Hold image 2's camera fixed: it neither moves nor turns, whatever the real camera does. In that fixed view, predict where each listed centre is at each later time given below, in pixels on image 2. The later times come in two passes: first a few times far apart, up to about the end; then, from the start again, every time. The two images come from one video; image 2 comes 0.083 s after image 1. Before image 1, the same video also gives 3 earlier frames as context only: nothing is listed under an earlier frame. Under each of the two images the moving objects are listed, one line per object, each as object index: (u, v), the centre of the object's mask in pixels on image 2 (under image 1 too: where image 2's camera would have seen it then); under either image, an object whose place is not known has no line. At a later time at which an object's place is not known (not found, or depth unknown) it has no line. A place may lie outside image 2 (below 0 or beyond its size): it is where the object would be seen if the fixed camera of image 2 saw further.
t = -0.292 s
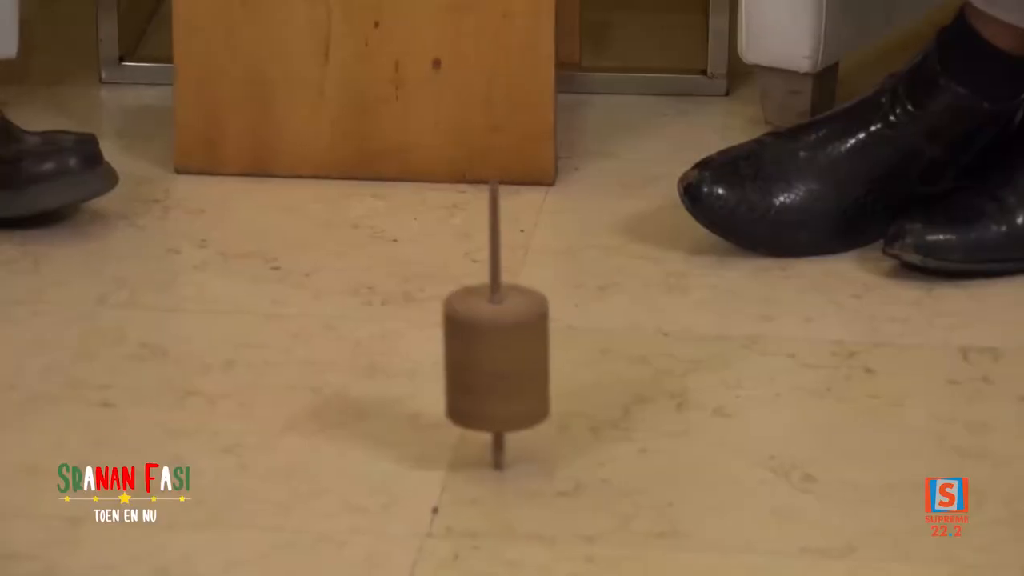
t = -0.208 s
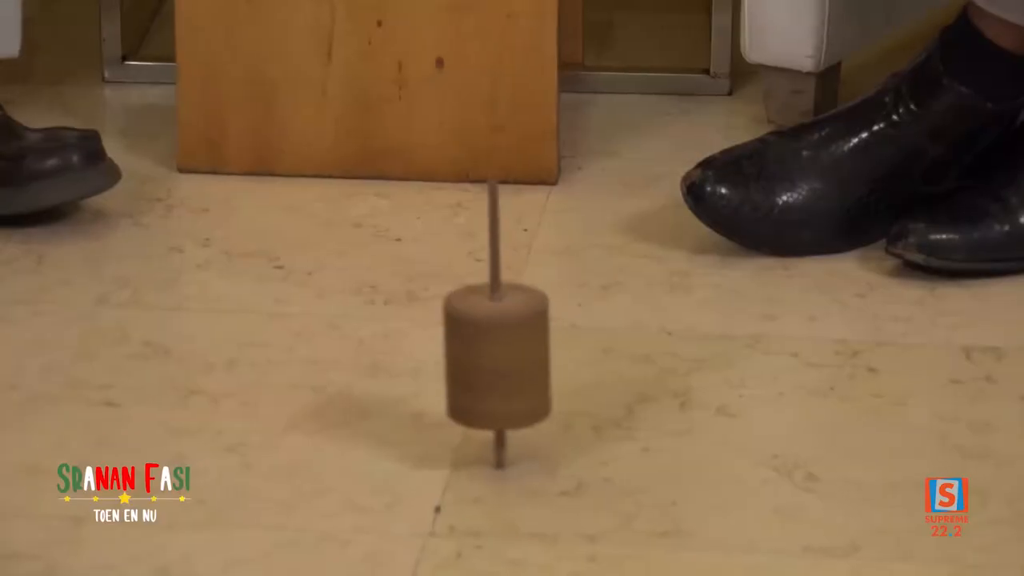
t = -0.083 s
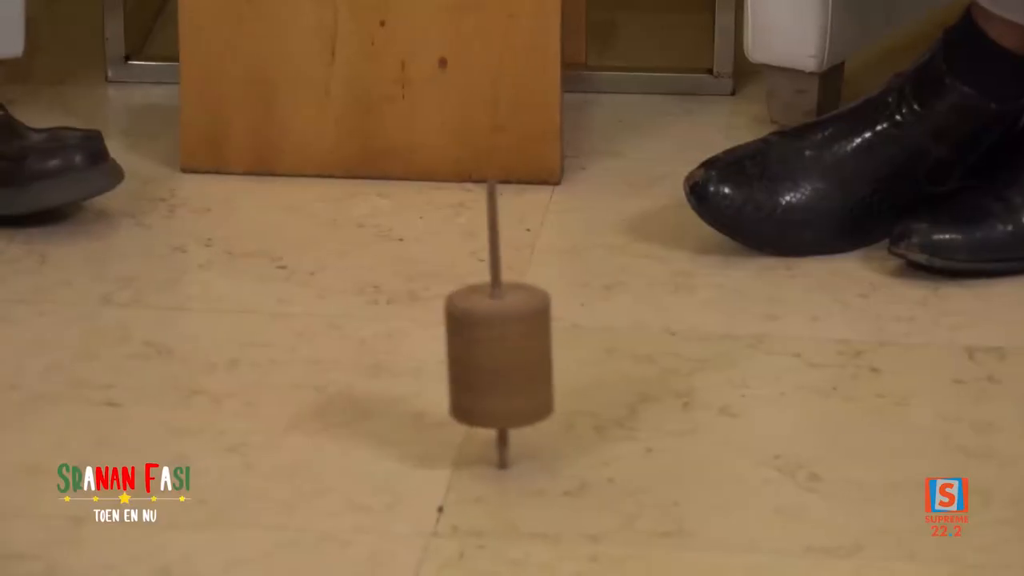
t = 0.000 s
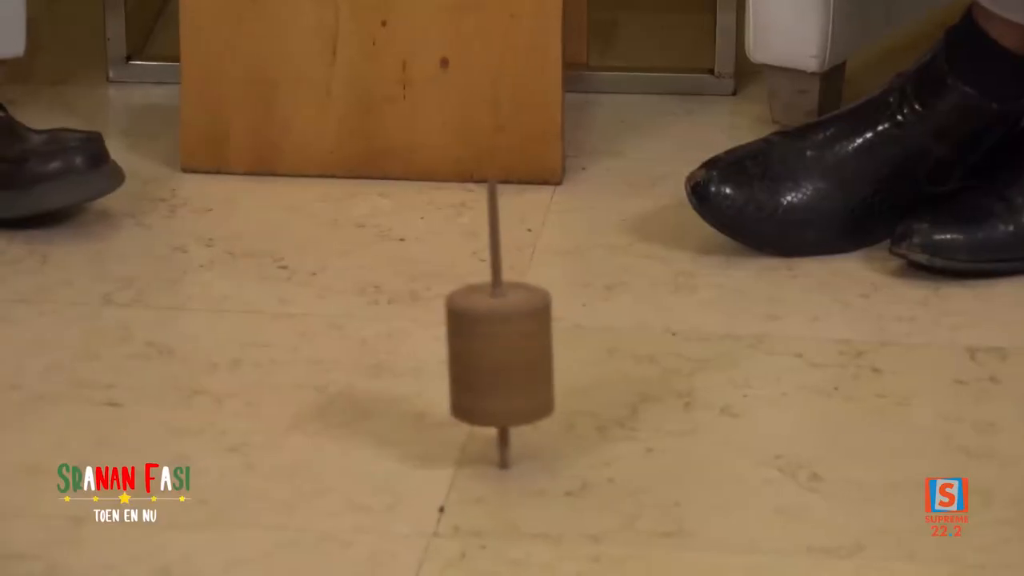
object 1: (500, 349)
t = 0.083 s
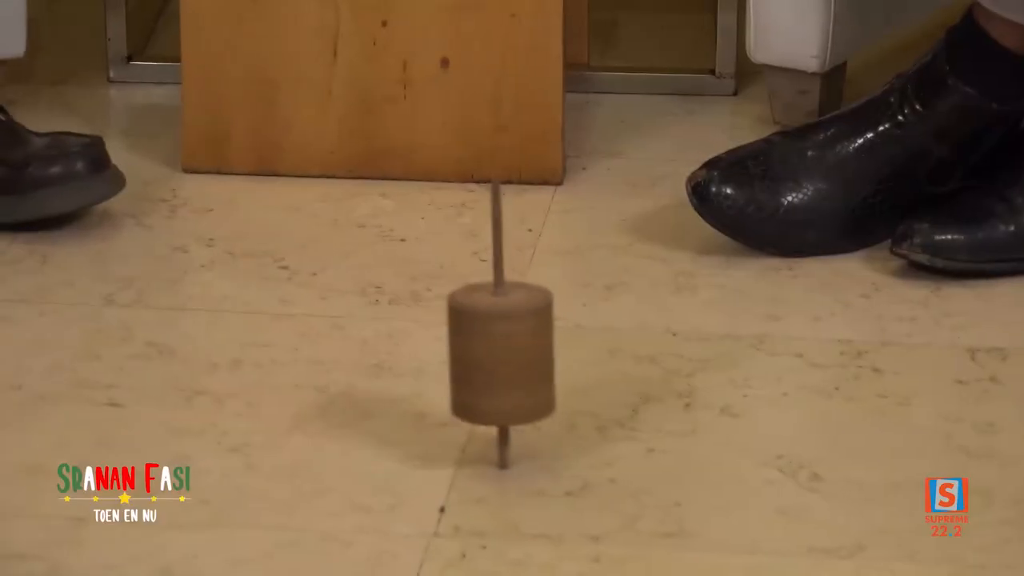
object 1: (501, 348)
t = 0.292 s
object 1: (503, 349)
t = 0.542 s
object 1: (499, 350)
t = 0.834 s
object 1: (499, 349)
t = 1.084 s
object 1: (491, 351)
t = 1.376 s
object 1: (483, 350)
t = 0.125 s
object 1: (500, 347)
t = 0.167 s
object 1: (501, 348)
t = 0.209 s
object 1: (502, 347)
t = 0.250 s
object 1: (504, 348)
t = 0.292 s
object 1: (503, 349)
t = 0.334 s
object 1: (504, 349)
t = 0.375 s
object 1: (502, 349)
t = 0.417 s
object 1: (501, 350)
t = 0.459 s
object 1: (501, 350)
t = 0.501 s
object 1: (500, 349)
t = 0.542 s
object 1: (499, 350)
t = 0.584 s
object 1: (498, 349)
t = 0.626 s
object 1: (499, 349)
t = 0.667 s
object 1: (499, 349)
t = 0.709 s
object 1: (500, 349)
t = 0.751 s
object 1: (500, 349)
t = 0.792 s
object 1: (500, 349)
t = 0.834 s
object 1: (499, 349)
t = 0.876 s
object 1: (499, 349)
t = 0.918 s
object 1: (498, 350)
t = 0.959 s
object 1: (496, 350)
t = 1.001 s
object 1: (495, 351)
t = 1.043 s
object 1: (492, 351)
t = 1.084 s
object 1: (491, 351)
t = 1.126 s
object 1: (489, 352)
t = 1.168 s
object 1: (488, 351)
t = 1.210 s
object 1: (487, 352)
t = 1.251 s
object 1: (486, 351)
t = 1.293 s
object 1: (485, 351)
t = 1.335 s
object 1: (482, 350)
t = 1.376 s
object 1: (483, 350)
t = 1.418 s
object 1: (482, 350)
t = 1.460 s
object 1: (482, 349)
